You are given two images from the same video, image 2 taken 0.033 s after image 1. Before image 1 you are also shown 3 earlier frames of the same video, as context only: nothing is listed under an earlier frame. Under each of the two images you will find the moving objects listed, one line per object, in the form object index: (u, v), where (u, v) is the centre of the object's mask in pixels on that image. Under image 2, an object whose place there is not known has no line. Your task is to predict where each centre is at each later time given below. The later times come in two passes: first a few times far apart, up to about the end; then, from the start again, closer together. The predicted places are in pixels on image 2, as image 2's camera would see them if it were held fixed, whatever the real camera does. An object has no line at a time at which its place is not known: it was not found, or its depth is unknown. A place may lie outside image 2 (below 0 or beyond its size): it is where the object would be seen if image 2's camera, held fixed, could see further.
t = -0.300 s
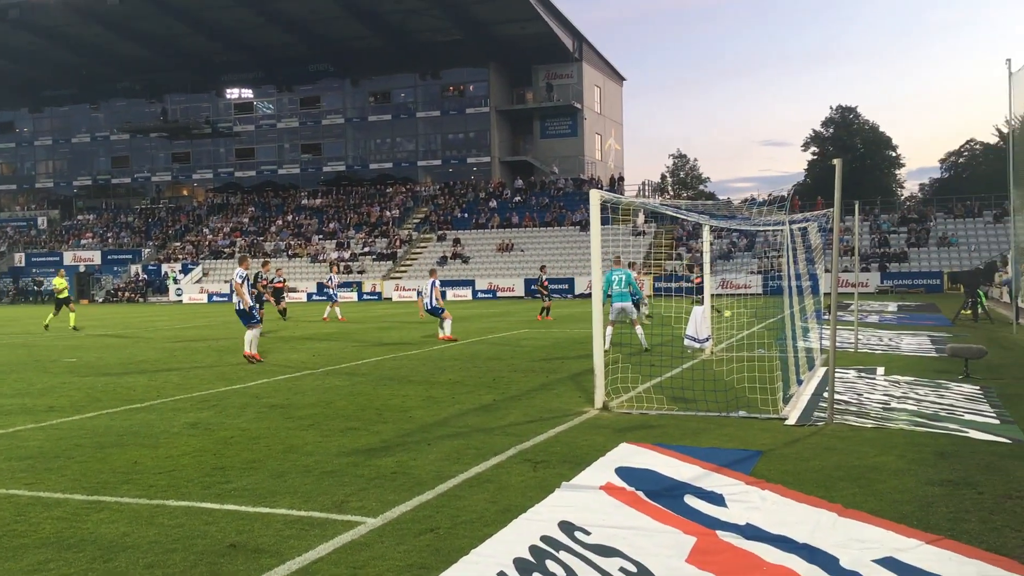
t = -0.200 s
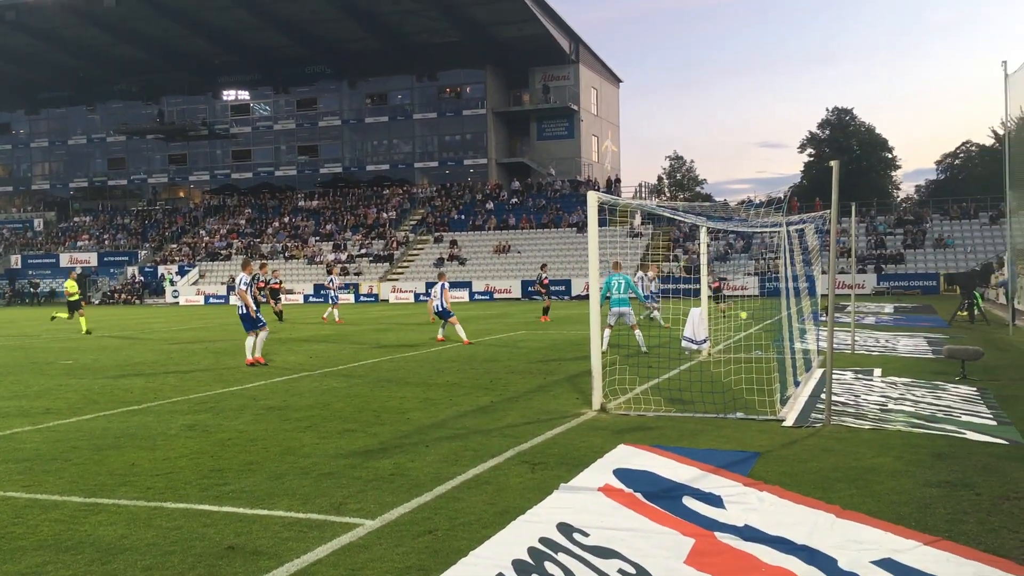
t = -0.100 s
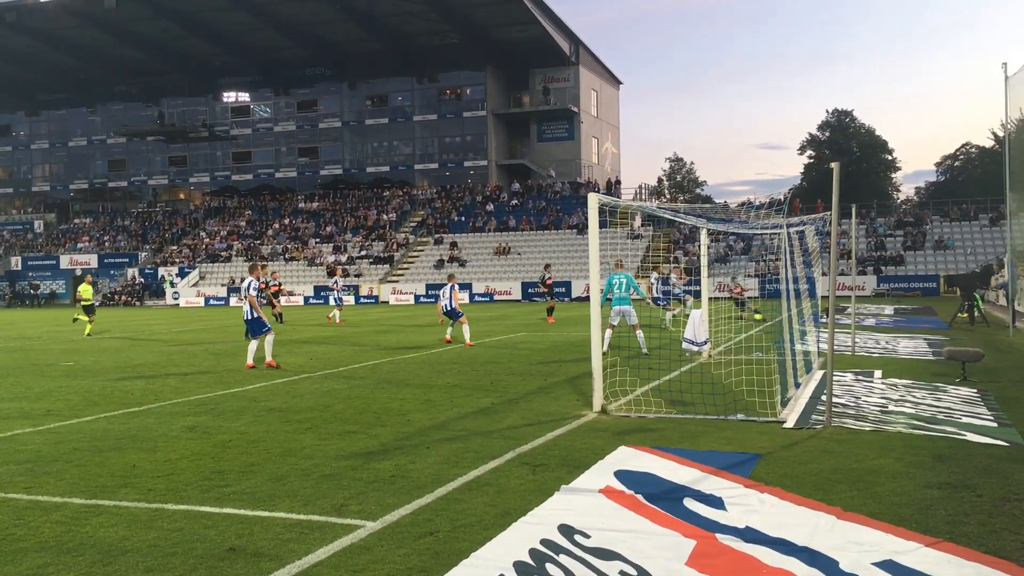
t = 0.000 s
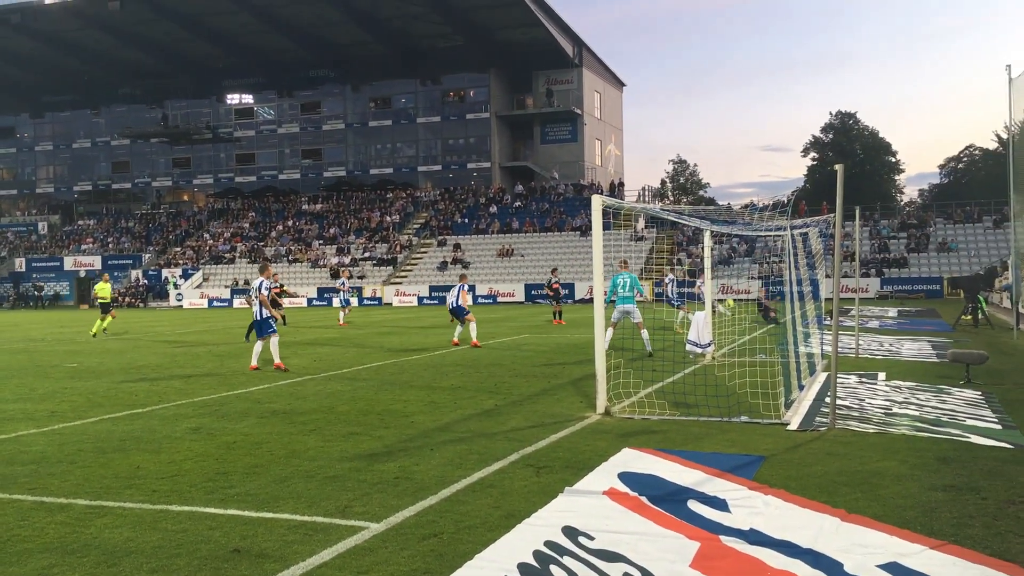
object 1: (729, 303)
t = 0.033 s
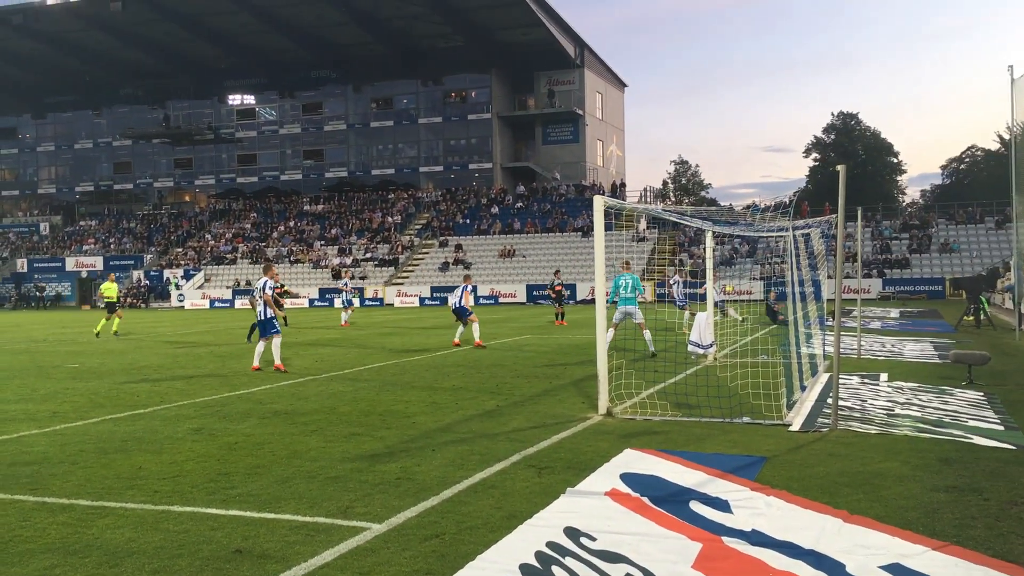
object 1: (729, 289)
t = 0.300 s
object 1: (706, 172)
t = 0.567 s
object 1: (675, 71)
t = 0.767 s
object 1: (644, 8)
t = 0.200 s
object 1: (716, 214)
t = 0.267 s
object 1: (710, 186)
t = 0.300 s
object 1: (706, 172)
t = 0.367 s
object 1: (700, 146)
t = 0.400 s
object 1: (696, 133)
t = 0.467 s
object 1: (689, 108)
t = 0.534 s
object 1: (679, 83)
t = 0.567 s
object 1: (675, 71)
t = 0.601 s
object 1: (670, 60)
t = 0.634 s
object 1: (665, 49)
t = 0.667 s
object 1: (660, 38)
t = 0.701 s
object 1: (655, 28)
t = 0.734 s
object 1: (649, 18)
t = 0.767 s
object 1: (644, 8)
